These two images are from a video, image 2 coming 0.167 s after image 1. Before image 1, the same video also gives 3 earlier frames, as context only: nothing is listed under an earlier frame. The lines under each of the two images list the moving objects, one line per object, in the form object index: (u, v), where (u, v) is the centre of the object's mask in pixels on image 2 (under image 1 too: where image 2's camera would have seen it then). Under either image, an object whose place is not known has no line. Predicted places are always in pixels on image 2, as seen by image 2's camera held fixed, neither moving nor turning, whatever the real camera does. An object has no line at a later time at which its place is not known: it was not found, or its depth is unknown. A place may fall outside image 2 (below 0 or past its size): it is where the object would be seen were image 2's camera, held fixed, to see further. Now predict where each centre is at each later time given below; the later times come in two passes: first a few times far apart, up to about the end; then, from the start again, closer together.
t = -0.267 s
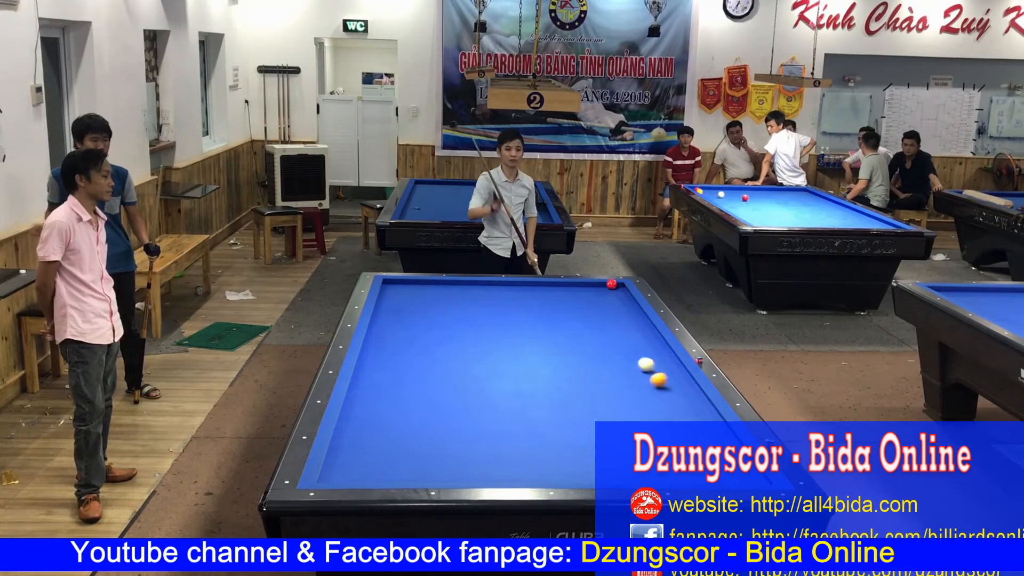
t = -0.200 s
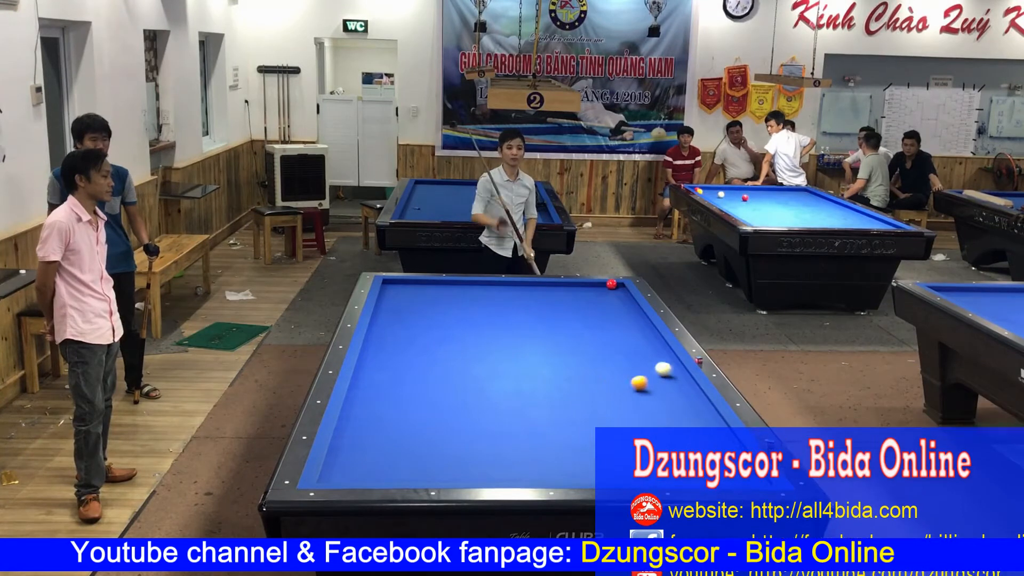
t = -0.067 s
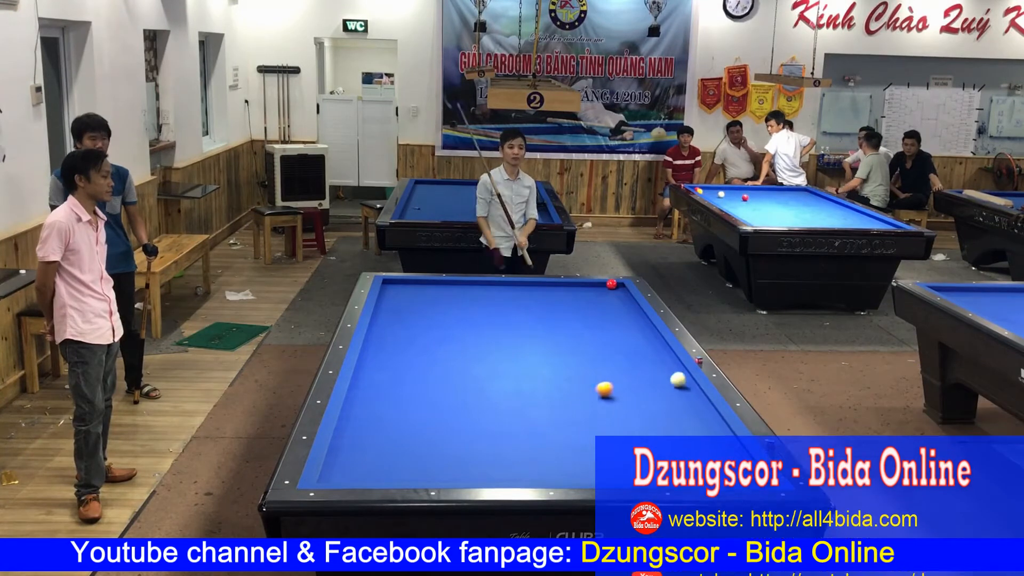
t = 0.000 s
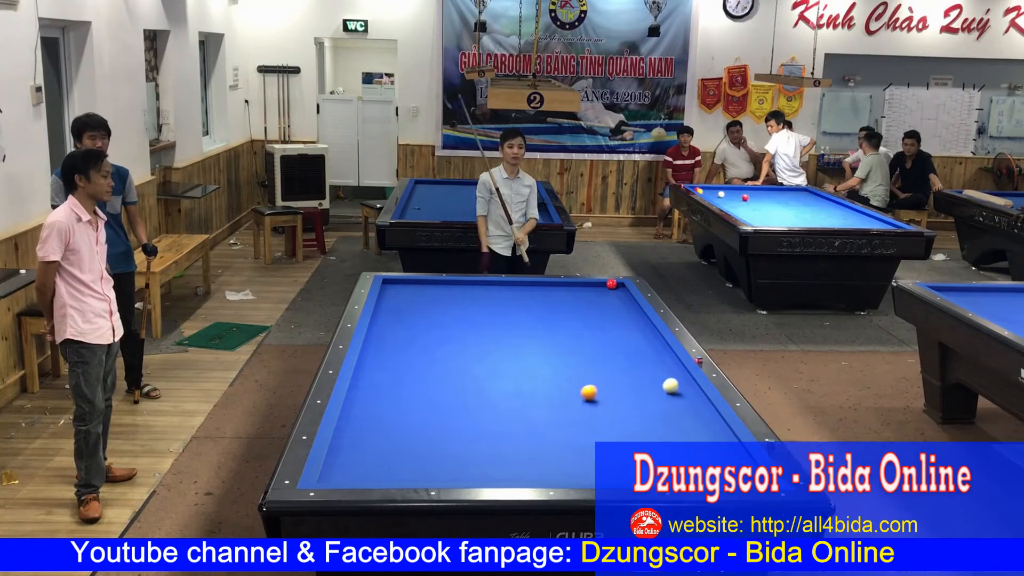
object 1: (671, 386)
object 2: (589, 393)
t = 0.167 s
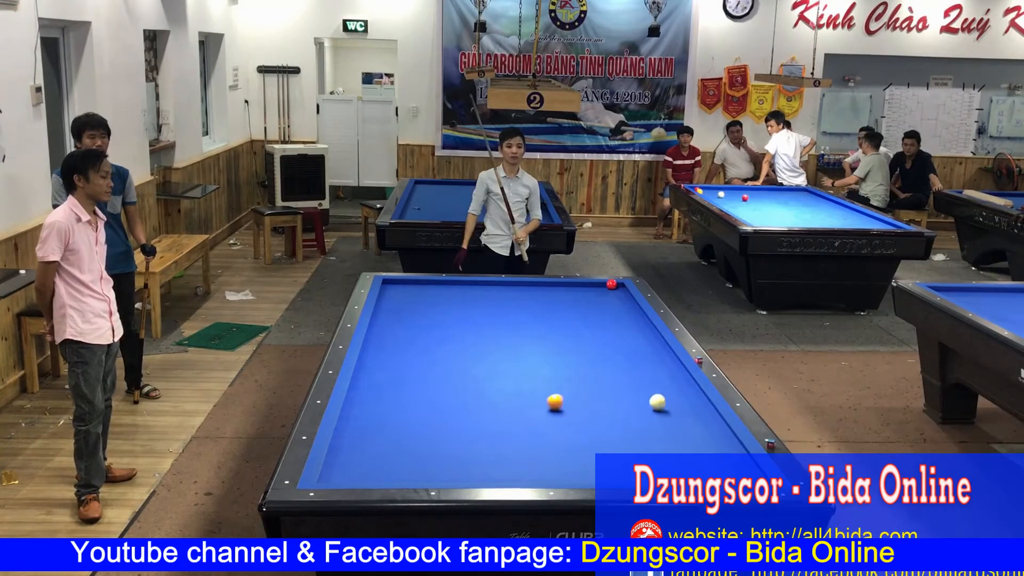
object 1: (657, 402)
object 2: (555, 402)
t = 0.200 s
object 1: (655, 406)
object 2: (548, 404)
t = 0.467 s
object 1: (639, 436)
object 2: (492, 421)
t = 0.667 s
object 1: (625, 462)
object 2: (447, 434)
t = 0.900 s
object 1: (586, 469)
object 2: (389, 451)
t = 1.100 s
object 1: (535, 452)
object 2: (335, 466)
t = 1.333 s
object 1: (484, 437)
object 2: (365, 478)
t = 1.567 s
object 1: (436, 423)
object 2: (399, 472)
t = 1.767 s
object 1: (398, 412)
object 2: (427, 465)
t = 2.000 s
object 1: (356, 400)
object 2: (457, 457)
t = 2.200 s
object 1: (377, 389)
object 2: (482, 451)
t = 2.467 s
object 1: (403, 375)
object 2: (513, 443)
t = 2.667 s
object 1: (422, 365)
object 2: (534, 437)
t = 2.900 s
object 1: (441, 355)
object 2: (558, 431)
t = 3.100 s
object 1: (457, 347)
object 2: (577, 427)
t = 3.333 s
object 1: (473, 338)
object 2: (599, 421)
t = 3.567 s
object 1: (488, 330)
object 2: (619, 417)
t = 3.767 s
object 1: (501, 323)
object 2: (635, 413)
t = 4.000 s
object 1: (514, 317)
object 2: (654, 408)
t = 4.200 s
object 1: (524, 311)
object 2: (669, 405)
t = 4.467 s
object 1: (537, 304)
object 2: (687, 400)
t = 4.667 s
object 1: (546, 299)
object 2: (700, 397)
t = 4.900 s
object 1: (556, 294)
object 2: (686, 393)
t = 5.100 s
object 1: (564, 290)
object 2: (676, 391)
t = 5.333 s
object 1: (573, 285)
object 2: (664, 387)
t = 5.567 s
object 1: (586, 285)
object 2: (654, 384)
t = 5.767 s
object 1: (599, 288)
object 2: (645, 382)
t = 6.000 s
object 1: (615, 291)
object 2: (636, 379)
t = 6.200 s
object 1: (624, 293)
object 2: (629, 377)
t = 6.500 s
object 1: (616, 296)
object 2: (619, 374)
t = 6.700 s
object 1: (611, 299)
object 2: (612, 372)
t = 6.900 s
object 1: (607, 301)
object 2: (607, 370)
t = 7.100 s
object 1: (602, 303)
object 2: (602, 369)
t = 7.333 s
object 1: (597, 305)
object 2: (596, 367)
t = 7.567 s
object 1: (591, 307)
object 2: (591, 366)
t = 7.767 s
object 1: (587, 309)
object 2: (587, 365)
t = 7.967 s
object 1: (583, 311)
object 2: (584, 364)
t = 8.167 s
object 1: (579, 313)
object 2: (581, 362)
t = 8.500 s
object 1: (572, 317)
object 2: (576, 361)
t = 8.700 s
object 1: (568, 318)
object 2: (574, 361)
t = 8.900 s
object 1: (565, 320)
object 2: (572, 360)
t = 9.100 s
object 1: (561, 322)
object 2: (570, 360)
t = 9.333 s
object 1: (557, 323)
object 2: (568, 359)
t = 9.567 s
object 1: (553, 325)
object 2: (567, 359)
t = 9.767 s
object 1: (550, 327)
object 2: (567, 359)
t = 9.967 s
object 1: (547, 328)
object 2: (567, 359)
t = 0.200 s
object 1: (655, 406)
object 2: (548, 404)
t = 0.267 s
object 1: (652, 412)
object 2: (535, 408)
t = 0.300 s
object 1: (650, 417)
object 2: (528, 410)
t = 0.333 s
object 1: (648, 420)
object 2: (521, 412)
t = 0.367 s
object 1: (646, 424)
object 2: (514, 414)
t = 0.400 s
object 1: (643, 428)
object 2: (507, 416)
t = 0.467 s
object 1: (639, 436)
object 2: (492, 421)
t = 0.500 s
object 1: (637, 440)
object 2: (485, 423)
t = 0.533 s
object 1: (635, 444)
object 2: (477, 425)
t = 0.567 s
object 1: (632, 448)
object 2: (470, 427)
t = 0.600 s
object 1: (630, 453)
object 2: (462, 429)
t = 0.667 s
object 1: (625, 462)
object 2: (447, 434)
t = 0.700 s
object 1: (622, 467)
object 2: (439, 436)
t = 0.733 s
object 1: (620, 471)
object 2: (431, 439)
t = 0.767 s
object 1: (617, 475)
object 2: (423, 441)
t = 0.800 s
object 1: (614, 477)
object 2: (415, 443)
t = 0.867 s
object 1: (596, 473)
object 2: (398, 448)
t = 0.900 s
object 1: (586, 469)
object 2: (389, 451)
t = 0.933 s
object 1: (577, 466)
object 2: (381, 453)
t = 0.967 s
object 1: (569, 463)
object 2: (372, 456)
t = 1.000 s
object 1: (560, 459)
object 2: (363, 459)
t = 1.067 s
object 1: (544, 454)
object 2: (345, 464)
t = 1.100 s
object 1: (535, 452)
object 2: (335, 466)
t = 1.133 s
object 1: (528, 449)
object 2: (333, 469)
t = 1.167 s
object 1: (521, 447)
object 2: (339, 471)
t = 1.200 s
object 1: (513, 445)
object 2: (345, 473)
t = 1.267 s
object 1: (498, 441)
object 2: (356, 476)
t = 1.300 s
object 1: (491, 439)
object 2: (360, 477)
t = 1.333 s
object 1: (484, 437)
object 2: (365, 478)
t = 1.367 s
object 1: (477, 435)
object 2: (370, 477)
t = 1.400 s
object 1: (470, 432)
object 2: (375, 476)
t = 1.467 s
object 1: (457, 428)
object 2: (385, 474)
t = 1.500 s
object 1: (449, 427)
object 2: (390, 473)
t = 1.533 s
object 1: (443, 425)
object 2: (395, 473)
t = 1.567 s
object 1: (436, 423)
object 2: (399, 472)
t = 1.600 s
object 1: (430, 421)
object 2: (404, 471)
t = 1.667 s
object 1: (417, 417)
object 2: (414, 468)
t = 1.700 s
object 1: (410, 416)
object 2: (418, 467)
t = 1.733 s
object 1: (404, 414)
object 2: (423, 465)
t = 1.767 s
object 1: (398, 412)
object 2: (427, 465)
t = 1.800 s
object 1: (392, 410)
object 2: (432, 464)
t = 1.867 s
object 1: (380, 407)
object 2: (440, 461)
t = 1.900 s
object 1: (374, 405)
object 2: (445, 460)
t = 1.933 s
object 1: (368, 404)
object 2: (449, 459)
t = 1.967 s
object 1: (362, 402)
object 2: (453, 458)
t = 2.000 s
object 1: (356, 400)
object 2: (457, 457)
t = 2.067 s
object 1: (358, 397)
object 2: (466, 455)
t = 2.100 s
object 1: (363, 395)
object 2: (470, 454)
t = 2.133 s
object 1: (368, 393)
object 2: (474, 453)
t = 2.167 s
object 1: (373, 391)
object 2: (478, 452)
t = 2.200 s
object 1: (377, 389)
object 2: (482, 451)
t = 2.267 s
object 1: (384, 385)
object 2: (490, 448)
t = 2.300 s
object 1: (387, 383)
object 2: (494, 447)
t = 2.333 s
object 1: (390, 382)
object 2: (498, 447)
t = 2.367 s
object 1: (394, 380)
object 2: (501, 446)
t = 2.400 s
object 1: (397, 378)
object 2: (505, 445)
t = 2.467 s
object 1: (403, 375)
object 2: (513, 443)
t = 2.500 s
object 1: (407, 373)
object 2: (516, 442)
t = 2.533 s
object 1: (410, 372)
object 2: (520, 441)
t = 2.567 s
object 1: (413, 370)
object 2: (523, 440)
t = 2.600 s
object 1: (416, 368)
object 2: (527, 439)
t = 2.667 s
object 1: (422, 365)
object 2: (534, 437)
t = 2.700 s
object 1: (425, 364)
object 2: (538, 436)
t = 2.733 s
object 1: (427, 362)
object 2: (541, 436)
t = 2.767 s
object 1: (430, 361)
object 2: (544, 435)
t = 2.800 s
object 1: (433, 359)
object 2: (548, 434)
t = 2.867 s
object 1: (439, 356)
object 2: (555, 432)
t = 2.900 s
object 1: (441, 355)
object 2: (558, 431)
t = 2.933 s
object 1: (444, 353)
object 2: (561, 431)
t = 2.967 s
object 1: (447, 352)
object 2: (564, 430)
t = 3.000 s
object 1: (449, 351)
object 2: (567, 429)
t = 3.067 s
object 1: (454, 348)
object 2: (574, 427)
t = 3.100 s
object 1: (457, 347)
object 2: (577, 427)
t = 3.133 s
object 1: (459, 345)
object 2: (580, 426)
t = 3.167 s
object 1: (462, 344)
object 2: (583, 425)
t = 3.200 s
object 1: (464, 343)
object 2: (586, 424)
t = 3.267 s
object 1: (469, 340)
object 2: (592, 423)
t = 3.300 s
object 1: (471, 339)
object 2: (595, 422)
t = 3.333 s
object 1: (473, 338)
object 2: (599, 421)
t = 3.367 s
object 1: (476, 337)
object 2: (601, 421)
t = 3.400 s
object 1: (478, 336)
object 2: (604, 420)
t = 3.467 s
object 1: (482, 333)
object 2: (610, 419)
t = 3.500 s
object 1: (484, 332)
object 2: (613, 418)
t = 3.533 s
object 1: (487, 331)
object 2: (616, 417)
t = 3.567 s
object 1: (488, 330)
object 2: (619, 417)
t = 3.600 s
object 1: (491, 329)
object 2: (622, 416)
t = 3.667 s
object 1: (495, 327)
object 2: (627, 415)
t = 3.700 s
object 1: (497, 326)
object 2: (630, 414)
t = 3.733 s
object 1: (499, 325)
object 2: (633, 413)
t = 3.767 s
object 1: (501, 323)
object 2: (635, 413)
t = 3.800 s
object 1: (503, 322)
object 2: (638, 412)
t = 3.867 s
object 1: (506, 320)
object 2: (643, 411)
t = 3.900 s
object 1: (508, 319)
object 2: (646, 410)
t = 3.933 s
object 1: (510, 318)
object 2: (648, 410)
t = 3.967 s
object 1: (512, 318)
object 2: (651, 409)
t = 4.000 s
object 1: (514, 317)
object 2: (654, 408)
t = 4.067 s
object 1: (517, 315)
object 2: (659, 407)
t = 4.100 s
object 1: (519, 314)
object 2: (661, 406)
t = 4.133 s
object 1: (521, 313)
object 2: (664, 406)
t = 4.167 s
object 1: (523, 312)
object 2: (666, 405)
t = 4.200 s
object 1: (524, 311)
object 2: (669, 405)
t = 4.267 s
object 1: (528, 309)
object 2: (674, 404)
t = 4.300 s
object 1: (529, 308)
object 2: (676, 403)
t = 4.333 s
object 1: (531, 307)
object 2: (678, 403)
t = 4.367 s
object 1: (533, 307)
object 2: (680, 402)
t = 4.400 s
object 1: (534, 306)
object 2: (683, 402)
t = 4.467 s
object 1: (537, 304)
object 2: (687, 400)
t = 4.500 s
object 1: (539, 303)
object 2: (690, 400)
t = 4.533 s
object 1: (540, 302)
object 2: (692, 399)
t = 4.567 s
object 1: (542, 302)
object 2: (695, 399)
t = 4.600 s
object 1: (543, 301)
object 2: (697, 398)
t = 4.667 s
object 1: (546, 299)
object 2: (700, 397)
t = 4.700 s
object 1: (548, 298)
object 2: (697, 397)
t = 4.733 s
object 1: (549, 298)
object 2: (695, 396)
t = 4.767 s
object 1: (551, 297)
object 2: (693, 396)
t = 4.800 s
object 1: (552, 296)
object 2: (692, 395)
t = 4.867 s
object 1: (555, 295)
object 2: (688, 394)
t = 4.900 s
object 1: (556, 294)
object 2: (686, 393)
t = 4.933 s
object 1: (558, 293)
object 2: (684, 393)
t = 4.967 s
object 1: (559, 292)
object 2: (683, 392)
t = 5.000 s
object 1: (560, 292)
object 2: (681, 392)
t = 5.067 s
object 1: (563, 290)
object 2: (677, 391)
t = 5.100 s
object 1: (564, 290)
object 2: (676, 391)
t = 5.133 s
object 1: (565, 289)
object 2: (674, 390)
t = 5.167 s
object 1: (567, 288)
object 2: (672, 389)
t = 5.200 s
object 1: (568, 288)
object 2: (671, 389)
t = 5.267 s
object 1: (570, 286)
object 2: (667, 388)
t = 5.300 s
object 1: (572, 285)
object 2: (666, 387)
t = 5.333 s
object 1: (573, 285)
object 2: (664, 387)
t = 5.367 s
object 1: (574, 284)
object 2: (663, 387)
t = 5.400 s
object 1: (575, 283)
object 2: (661, 386)
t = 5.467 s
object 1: (579, 284)
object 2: (658, 385)
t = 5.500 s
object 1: (582, 285)
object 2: (657, 385)
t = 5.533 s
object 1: (584, 285)
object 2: (655, 385)
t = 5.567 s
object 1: (586, 285)
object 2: (654, 384)
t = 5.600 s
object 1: (588, 286)
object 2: (653, 384)
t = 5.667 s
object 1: (593, 287)
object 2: (650, 383)
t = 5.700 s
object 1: (595, 287)
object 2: (648, 383)
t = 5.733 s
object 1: (597, 288)
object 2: (647, 382)
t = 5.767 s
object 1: (599, 288)
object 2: (645, 382)
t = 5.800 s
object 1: (601, 288)
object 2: (644, 381)
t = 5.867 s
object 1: (606, 289)
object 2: (641, 381)
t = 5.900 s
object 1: (608, 289)
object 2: (640, 380)
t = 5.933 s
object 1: (610, 290)
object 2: (639, 380)
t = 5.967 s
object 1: (612, 290)
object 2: (637, 379)
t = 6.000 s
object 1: (615, 291)
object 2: (636, 379)
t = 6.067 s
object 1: (619, 292)
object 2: (634, 378)
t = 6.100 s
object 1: (621, 292)
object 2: (632, 378)
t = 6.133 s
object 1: (623, 292)
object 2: (631, 378)
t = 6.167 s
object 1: (625, 293)
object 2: (630, 377)
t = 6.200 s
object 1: (624, 293)
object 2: (629, 377)
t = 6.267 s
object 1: (622, 294)
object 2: (626, 376)
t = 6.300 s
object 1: (621, 294)
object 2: (625, 376)
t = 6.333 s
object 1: (620, 294)
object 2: (624, 376)
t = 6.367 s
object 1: (619, 295)
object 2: (623, 375)
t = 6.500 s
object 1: (616, 296)
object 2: (619, 374)
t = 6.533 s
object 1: (615, 297)
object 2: (618, 374)
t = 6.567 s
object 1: (615, 297)
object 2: (617, 374)
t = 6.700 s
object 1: (611, 299)
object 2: (612, 372)
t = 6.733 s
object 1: (611, 299)
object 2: (611, 372)
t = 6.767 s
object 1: (610, 299)
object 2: (611, 372)
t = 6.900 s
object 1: (607, 301)
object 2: (607, 370)
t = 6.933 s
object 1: (606, 301)
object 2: (606, 370)
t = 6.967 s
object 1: (605, 301)
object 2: (605, 370)
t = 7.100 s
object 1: (602, 303)
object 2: (602, 369)
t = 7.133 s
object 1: (601, 303)
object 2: (601, 369)
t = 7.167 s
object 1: (600, 303)
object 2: (600, 369)
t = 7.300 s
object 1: (597, 305)
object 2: (597, 368)
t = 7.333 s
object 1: (597, 305)
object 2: (596, 367)
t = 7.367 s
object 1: (596, 305)
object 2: (595, 367)
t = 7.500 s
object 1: (593, 307)
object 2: (592, 366)
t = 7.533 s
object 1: (592, 307)
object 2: (592, 366)
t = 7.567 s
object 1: (591, 307)
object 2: (591, 366)
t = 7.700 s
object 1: (588, 309)
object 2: (588, 365)
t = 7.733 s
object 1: (588, 309)
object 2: (588, 365)
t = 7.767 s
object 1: (587, 309)
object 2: (587, 365)
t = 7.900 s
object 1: (584, 311)
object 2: (585, 364)
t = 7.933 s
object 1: (583, 311)
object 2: (584, 364)
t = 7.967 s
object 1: (583, 311)
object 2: (584, 364)
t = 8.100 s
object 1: (580, 313)
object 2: (582, 363)
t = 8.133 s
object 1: (579, 313)
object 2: (581, 362)
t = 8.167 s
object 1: (579, 313)
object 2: (581, 362)
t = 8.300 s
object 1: (576, 315)
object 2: (579, 362)
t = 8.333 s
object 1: (575, 315)
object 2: (578, 362)
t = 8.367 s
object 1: (575, 315)
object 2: (578, 362)
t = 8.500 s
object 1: (572, 317)
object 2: (576, 361)
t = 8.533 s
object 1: (571, 317)
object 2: (576, 361)
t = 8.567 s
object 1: (571, 317)
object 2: (575, 361)
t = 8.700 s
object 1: (568, 318)
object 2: (574, 361)
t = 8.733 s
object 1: (568, 319)
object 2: (573, 360)
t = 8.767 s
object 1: (567, 319)
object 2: (573, 360)
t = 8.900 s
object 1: (565, 320)
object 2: (572, 360)
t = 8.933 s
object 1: (564, 320)
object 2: (571, 360)
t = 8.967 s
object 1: (564, 320)
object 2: (571, 360)
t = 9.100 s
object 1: (561, 322)
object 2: (570, 360)
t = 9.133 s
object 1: (560, 322)
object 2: (570, 360)
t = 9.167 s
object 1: (560, 322)
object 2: (570, 359)
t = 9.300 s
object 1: (558, 323)
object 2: (569, 359)
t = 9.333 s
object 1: (557, 323)
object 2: (568, 359)
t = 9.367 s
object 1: (557, 324)
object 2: (568, 359)
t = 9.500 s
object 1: (554, 325)
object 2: (567, 359)
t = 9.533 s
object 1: (554, 325)
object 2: (567, 359)
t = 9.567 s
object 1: (553, 325)
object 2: (567, 359)
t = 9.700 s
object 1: (551, 326)
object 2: (567, 359)
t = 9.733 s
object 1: (551, 327)
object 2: (567, 359)
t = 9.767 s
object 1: (550, 327)
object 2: (567, 359)
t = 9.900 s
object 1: (548, 328)
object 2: (567, 359)
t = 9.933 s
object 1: (548, 328)
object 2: (567, 359)
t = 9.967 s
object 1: (547, 328)
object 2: (567, 359)
